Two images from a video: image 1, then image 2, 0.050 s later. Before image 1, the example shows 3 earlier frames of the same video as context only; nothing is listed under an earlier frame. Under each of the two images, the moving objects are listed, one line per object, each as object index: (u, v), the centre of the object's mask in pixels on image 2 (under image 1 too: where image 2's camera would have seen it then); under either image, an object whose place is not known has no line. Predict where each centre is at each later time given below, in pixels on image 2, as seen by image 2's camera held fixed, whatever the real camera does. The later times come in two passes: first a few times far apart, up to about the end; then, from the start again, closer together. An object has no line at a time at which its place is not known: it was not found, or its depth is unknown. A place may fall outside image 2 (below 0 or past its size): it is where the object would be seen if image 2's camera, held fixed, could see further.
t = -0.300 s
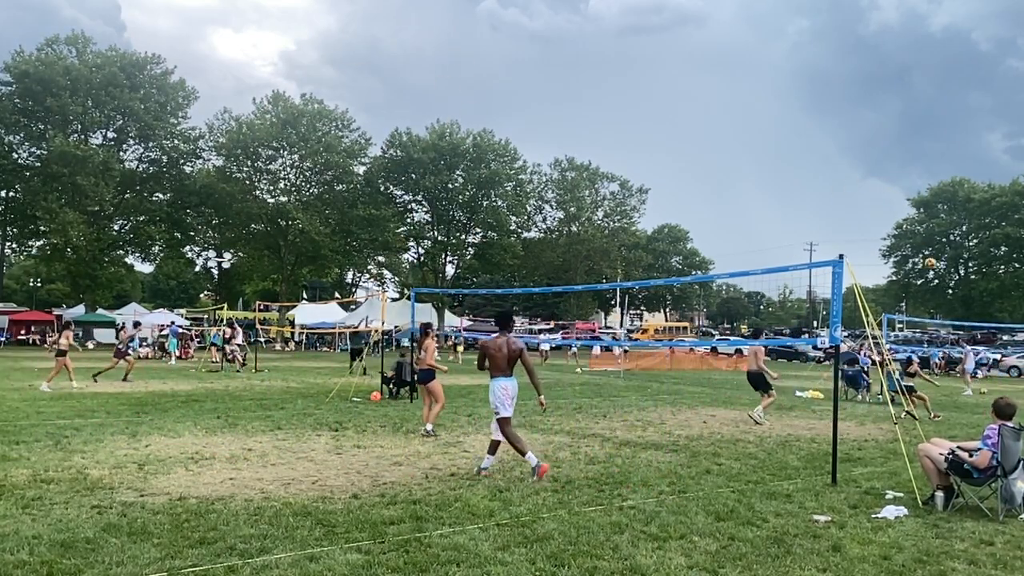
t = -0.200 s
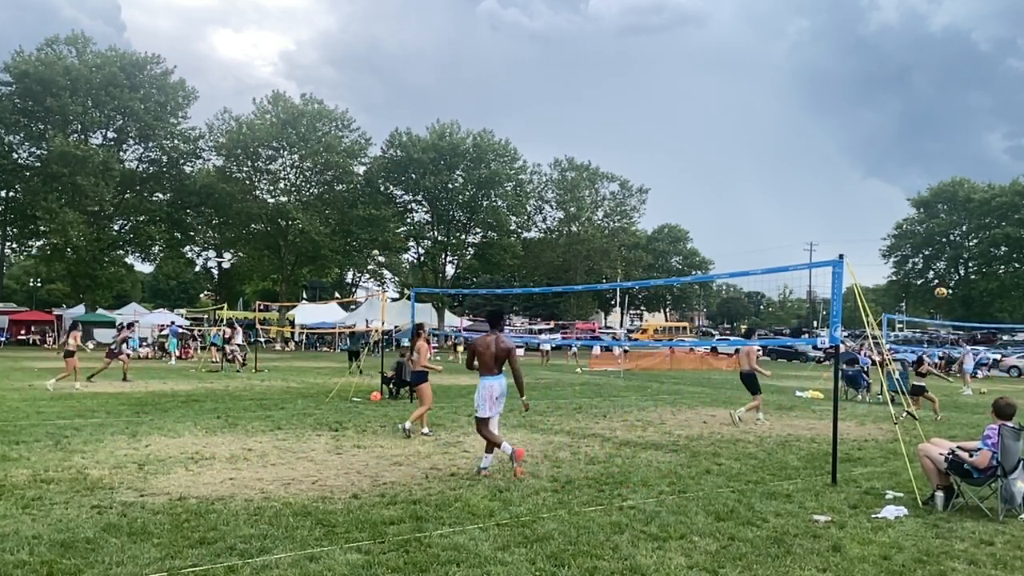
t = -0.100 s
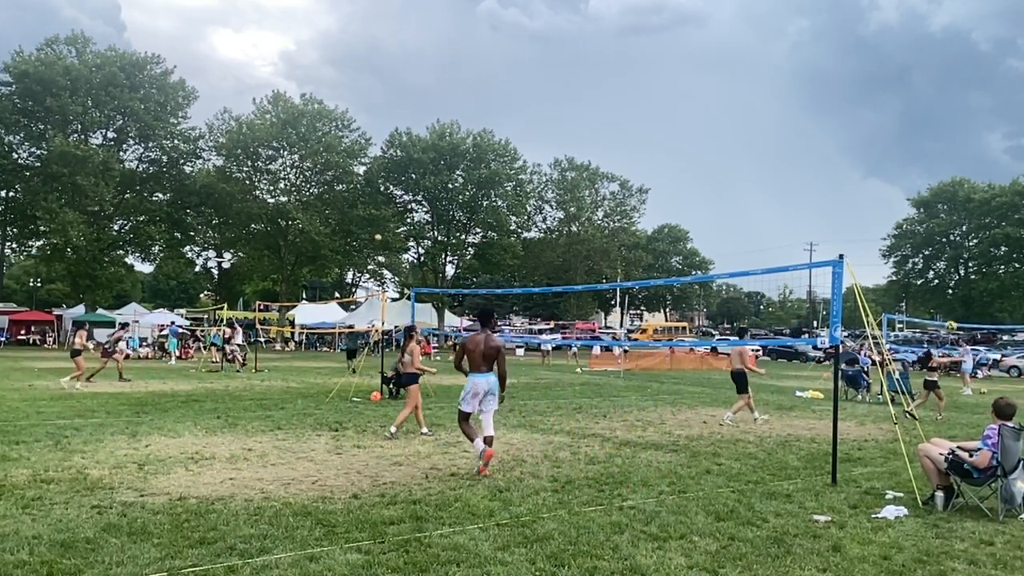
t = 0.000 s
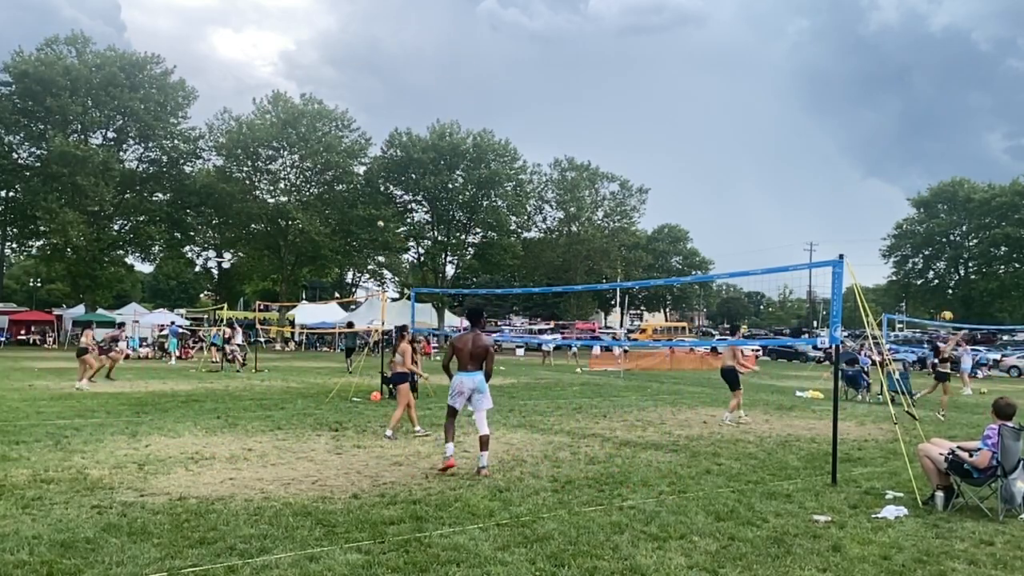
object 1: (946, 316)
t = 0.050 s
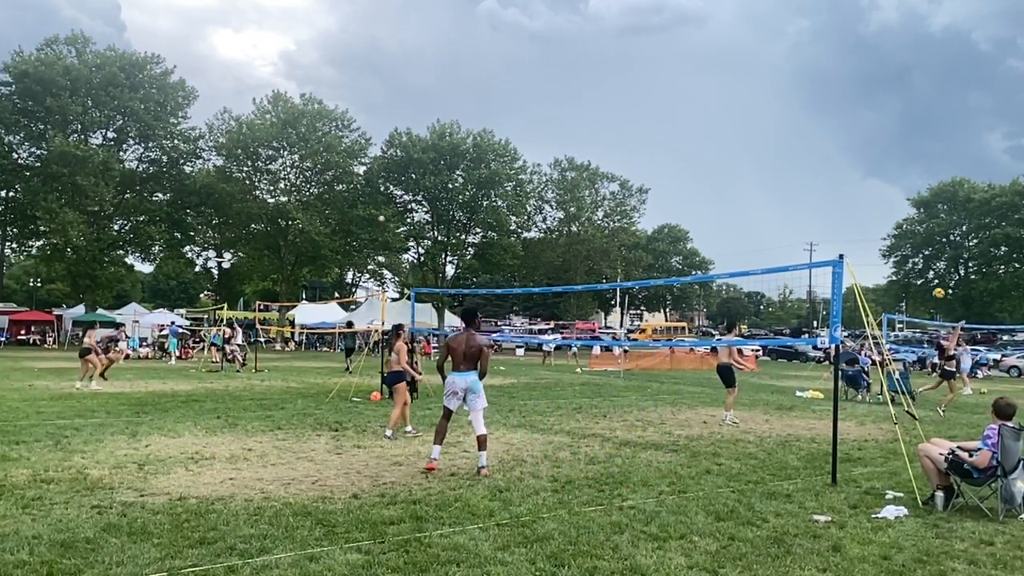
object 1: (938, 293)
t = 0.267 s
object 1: (903, 210)
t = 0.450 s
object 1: (874, 158)
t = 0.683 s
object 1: (838, 118)
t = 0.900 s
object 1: (805, 104)
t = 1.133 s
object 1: (770, 117)
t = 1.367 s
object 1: (734, 159)
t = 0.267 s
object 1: (903, 210)
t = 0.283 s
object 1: (900, 204)
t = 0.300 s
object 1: (897, 199)
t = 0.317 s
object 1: (895, 194)
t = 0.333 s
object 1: (892, 189)
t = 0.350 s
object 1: (889, 184)
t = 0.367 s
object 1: (887, 179)
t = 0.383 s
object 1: (884, 175)
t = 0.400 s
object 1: (882, 171)
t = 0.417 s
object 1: (879, 166)
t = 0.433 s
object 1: (876, 162)
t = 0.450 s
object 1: (874, 158)
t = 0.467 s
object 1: (871, 154)
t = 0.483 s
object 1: (869, 151)
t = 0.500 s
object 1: (866, 147)
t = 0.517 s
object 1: (864, 143)
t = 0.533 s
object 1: (861, 140)
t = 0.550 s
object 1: (858, 137)
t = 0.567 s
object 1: (856, 134)
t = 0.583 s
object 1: (853, 131)
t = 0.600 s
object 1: (851, 129)
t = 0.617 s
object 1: (848, 126)
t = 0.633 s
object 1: (846, 124)
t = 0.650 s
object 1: (843, 122)
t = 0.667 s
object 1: (840, 120)
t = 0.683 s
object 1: (838, 118)
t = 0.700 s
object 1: (836, 115)
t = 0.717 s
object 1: (833, 114)
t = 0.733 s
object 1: (831, 112)
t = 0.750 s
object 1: (828, 111)
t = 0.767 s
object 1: (825, 110)
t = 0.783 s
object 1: (823, 108)
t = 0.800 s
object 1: (821, 107)
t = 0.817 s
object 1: (818, 107)
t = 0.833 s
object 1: (815, 106)
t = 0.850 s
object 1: (813, 105)
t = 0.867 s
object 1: (811, 105)
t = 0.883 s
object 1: (808, 104)
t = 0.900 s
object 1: (805, 104)
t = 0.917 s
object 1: (802, 105)
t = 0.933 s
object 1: (800, 104)
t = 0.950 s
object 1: (798, 105)
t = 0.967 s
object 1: (795, 105)
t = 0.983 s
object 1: (793, 106)
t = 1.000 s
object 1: (790, 106)
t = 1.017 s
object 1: (787, 107)
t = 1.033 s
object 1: (785, 108)
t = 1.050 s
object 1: (782, 109)
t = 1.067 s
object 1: (780, 111)
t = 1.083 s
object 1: (777, 112)
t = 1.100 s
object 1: (775, 113)
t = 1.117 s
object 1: (772, 115)
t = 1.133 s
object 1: (770, 117)
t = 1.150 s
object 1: (767, 119)
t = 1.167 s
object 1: (765, 121)
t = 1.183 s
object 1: (762, 123)
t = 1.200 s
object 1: (760, 126)
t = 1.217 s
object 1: (757, 129)
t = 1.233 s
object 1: (755, 131)
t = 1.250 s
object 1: (752, 134)
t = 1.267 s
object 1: (750, 137)
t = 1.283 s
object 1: (747, 141)
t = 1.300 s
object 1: (744, 144)
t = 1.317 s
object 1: (742, 147)
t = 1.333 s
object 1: (739, 151)
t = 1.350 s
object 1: (737, 155)
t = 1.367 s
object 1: (734, 159)
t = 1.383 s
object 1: (732, 163)
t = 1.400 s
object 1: (729, 167)
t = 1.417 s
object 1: (726, 172)
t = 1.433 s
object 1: (724, 176)
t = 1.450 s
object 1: (722, 181)
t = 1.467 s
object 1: (719, 186)
